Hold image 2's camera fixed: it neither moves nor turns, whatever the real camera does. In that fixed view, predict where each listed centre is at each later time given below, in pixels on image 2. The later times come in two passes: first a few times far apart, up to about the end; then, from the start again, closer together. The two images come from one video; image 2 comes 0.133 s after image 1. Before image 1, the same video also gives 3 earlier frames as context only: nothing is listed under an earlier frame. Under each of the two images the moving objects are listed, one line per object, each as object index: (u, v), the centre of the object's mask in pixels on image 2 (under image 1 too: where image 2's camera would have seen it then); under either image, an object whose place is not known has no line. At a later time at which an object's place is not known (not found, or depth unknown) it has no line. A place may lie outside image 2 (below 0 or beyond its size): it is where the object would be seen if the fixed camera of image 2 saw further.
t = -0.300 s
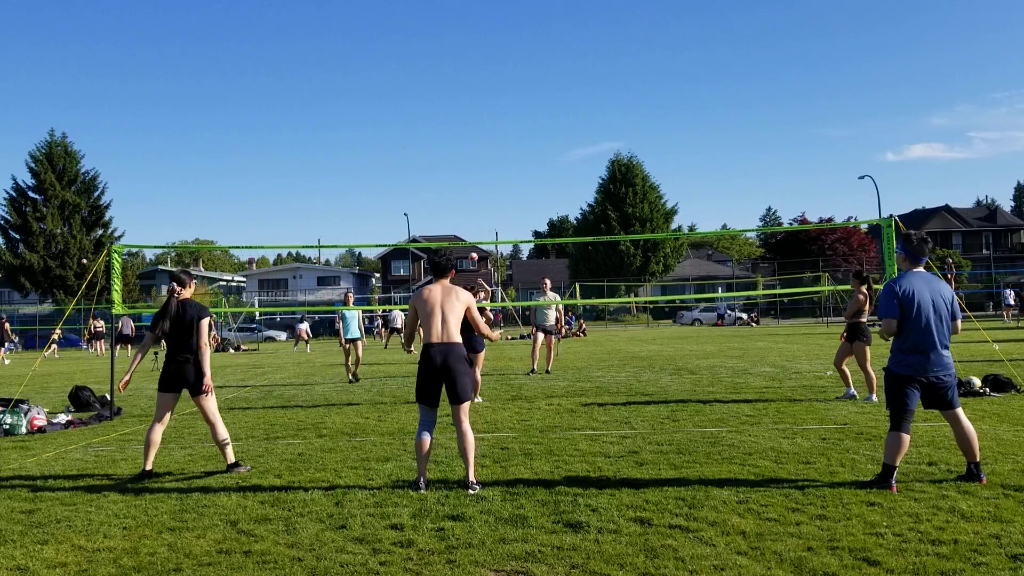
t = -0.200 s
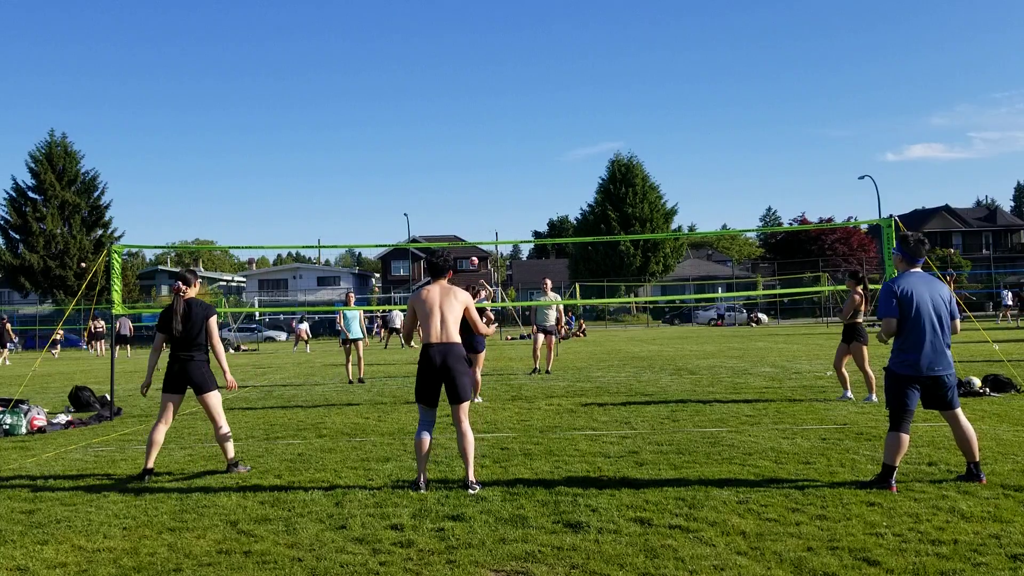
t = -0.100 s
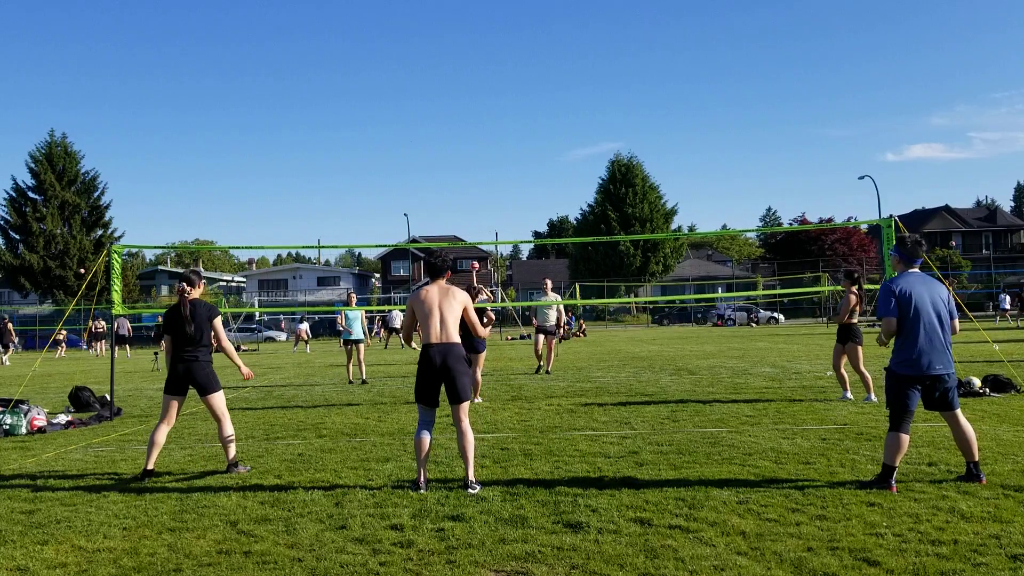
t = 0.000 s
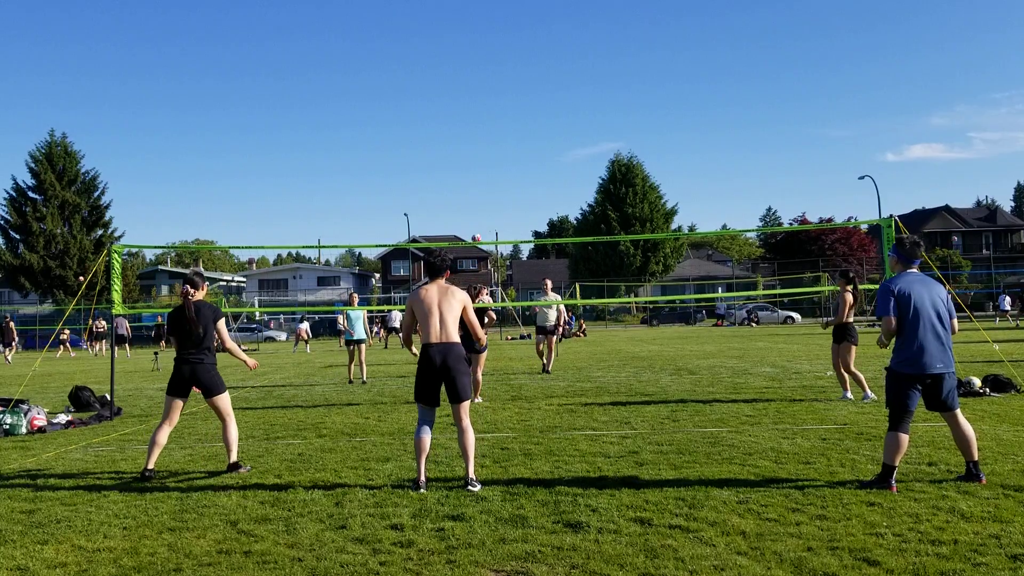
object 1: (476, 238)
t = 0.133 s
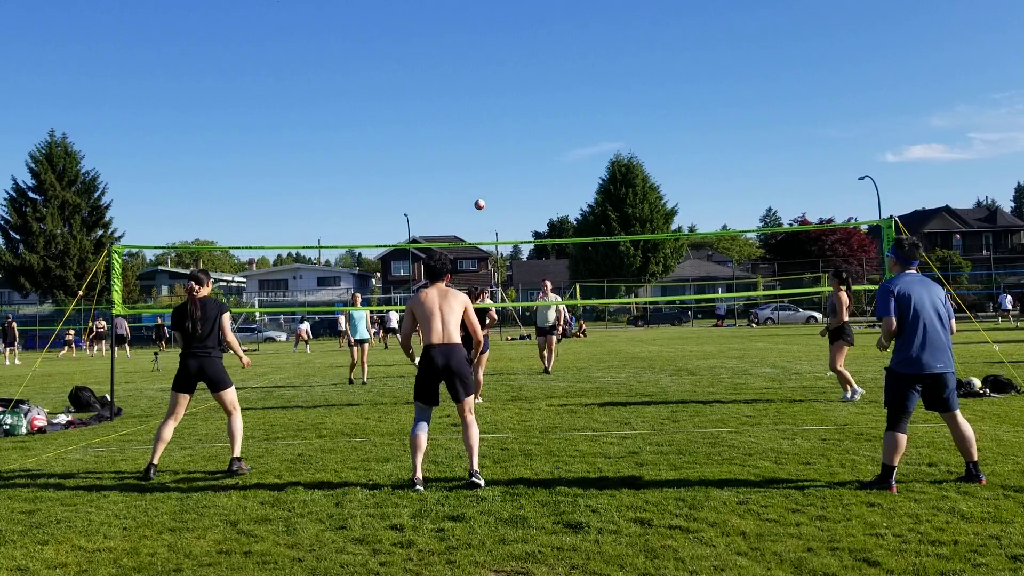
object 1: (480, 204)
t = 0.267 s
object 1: (483, 174)
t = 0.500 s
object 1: (493, 137)
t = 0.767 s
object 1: (511, 123)
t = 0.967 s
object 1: (531, 149)
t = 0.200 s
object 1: (481, 189)
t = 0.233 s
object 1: (482, 181)
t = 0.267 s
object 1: (483, 174)
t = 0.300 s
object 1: (484, 168)
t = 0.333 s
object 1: (485, 162)
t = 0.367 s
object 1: (486, 156)
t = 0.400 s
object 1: (488, 151)
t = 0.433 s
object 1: (489, 146)
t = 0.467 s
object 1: (491, 141)
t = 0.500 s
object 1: (493, 137)
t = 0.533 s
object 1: (495, 133)
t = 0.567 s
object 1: (497, 130)
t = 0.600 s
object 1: (499, 127)
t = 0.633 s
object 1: (501, 125)
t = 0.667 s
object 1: (503, 124)
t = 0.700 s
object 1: (505, 123)
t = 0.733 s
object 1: (508, 122)
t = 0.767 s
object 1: (511, 123)
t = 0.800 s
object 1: (513, 124)
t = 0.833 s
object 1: (516, 127)
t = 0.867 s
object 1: (520, 130)
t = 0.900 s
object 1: (523, 135)
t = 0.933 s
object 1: (527, 141)
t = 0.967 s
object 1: (531, 149)
